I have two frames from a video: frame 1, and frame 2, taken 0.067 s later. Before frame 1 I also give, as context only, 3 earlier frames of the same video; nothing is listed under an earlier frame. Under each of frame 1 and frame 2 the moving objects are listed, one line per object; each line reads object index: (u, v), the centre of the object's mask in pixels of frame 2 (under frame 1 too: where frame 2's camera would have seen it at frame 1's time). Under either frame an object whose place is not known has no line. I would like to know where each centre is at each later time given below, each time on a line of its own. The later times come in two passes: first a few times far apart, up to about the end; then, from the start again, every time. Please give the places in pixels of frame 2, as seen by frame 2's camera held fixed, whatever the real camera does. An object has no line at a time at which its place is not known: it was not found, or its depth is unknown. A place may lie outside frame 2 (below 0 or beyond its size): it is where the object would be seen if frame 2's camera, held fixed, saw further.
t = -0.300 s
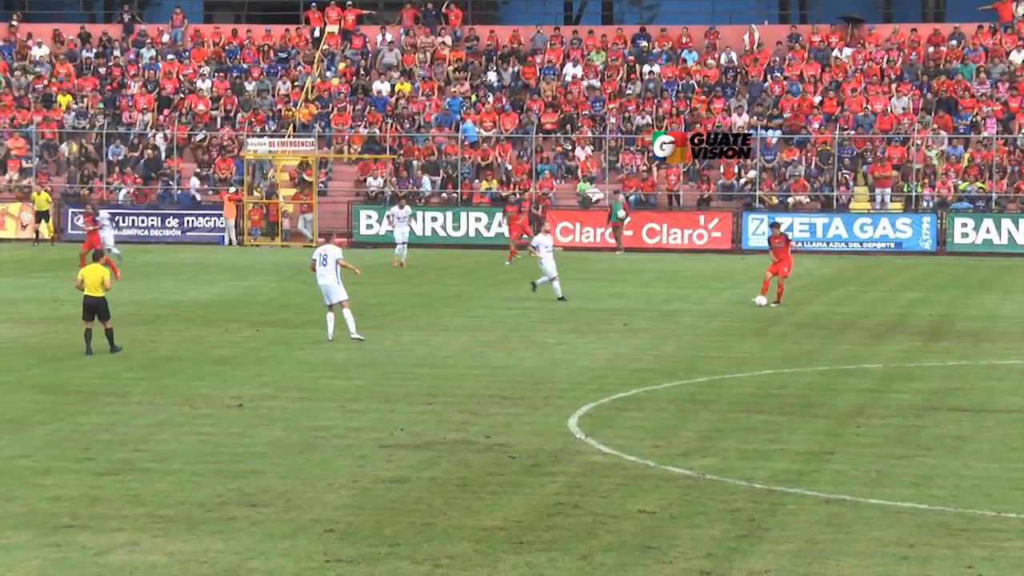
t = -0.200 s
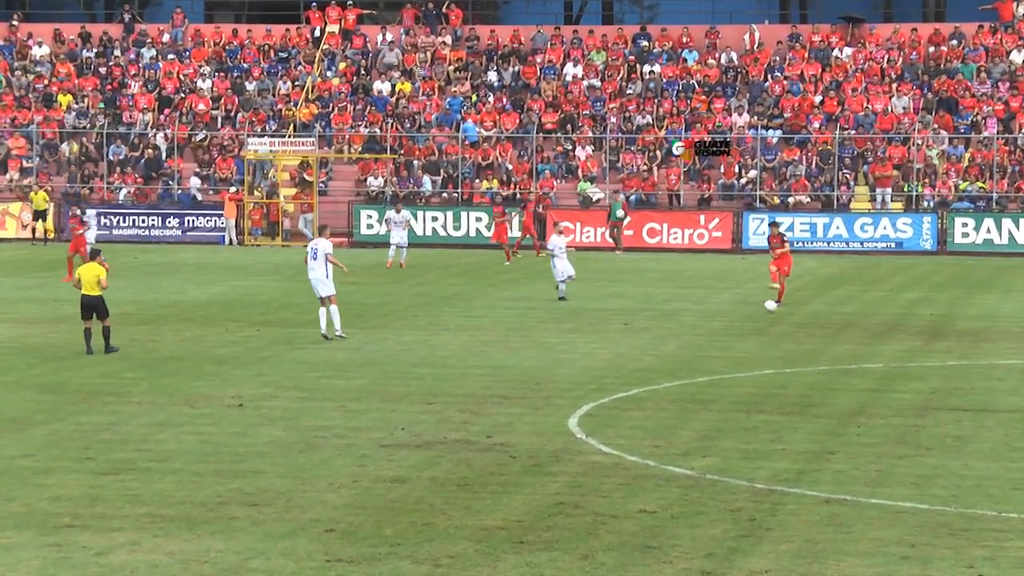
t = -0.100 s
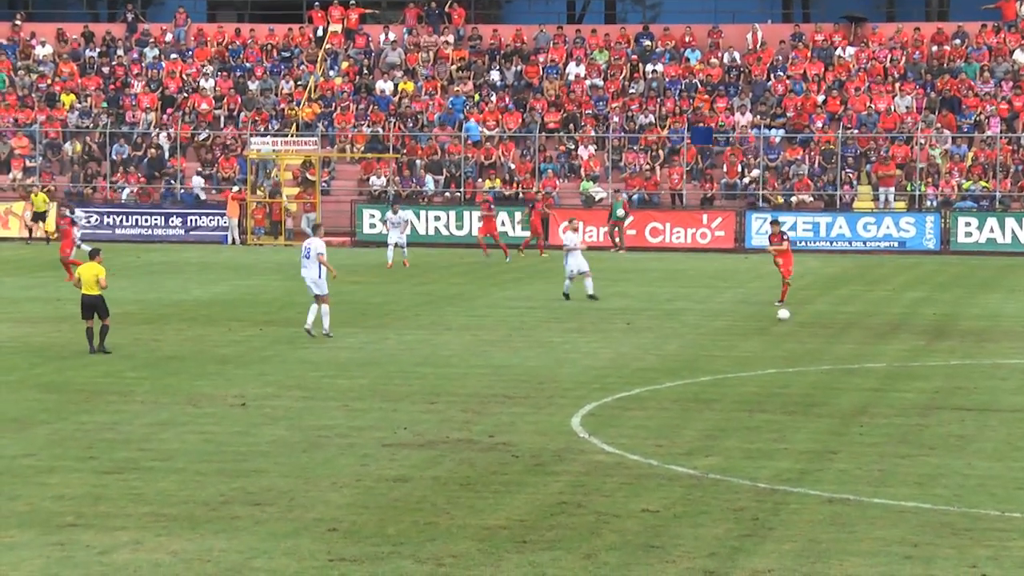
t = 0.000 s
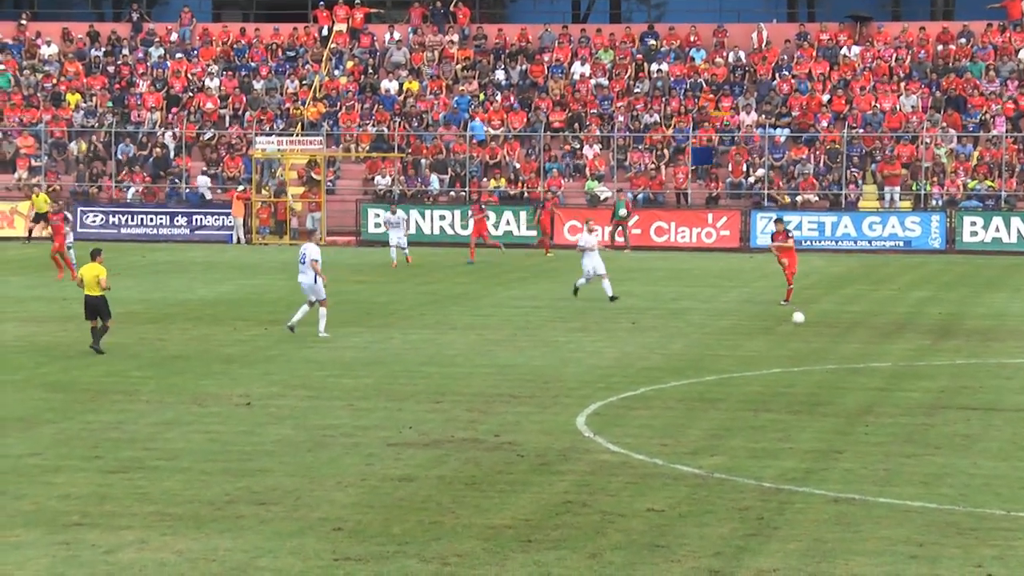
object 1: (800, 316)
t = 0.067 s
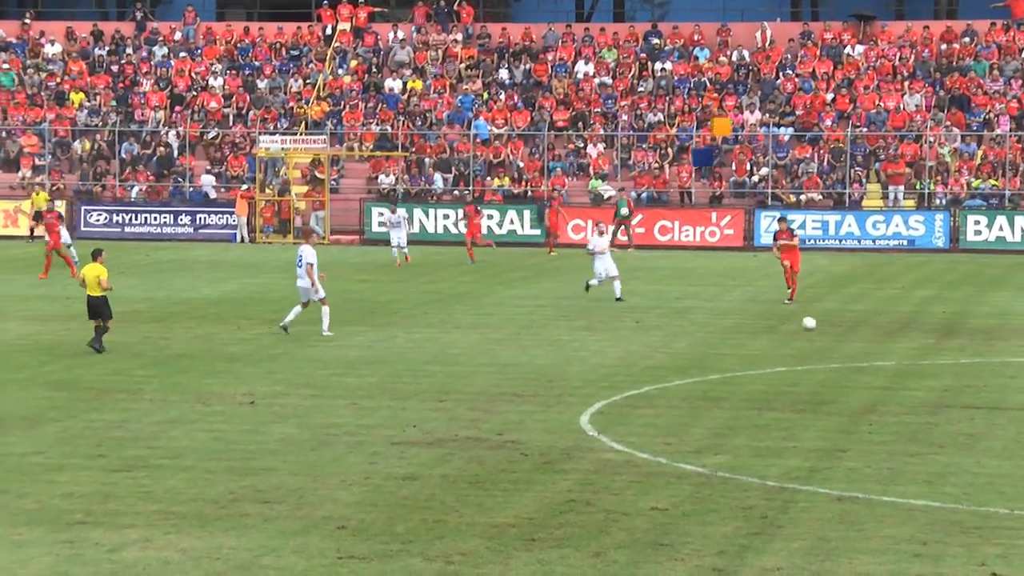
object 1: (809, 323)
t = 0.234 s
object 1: (830, 334)
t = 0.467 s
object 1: (856, 351)
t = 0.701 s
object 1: (878, 360)
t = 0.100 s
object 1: (813, 326)
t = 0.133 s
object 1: (817, 327)
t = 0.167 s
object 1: (822, 329)
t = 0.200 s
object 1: (826, 330)
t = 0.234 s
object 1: (830, 334)
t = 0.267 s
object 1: (834, 337)
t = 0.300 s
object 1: (838, 338)
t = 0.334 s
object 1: (842, 339)
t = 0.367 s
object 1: (846, 340)
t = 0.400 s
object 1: (849, 343)
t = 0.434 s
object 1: (853, 347)
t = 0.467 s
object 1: (856, 351)
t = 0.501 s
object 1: (859, 350)
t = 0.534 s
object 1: (863, 352)
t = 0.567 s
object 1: (866, 355)
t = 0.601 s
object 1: (869, 357)
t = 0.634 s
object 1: (872, 361)
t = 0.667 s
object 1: (875, 360)
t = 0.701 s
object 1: (878, 360)
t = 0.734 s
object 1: (881, 360)
